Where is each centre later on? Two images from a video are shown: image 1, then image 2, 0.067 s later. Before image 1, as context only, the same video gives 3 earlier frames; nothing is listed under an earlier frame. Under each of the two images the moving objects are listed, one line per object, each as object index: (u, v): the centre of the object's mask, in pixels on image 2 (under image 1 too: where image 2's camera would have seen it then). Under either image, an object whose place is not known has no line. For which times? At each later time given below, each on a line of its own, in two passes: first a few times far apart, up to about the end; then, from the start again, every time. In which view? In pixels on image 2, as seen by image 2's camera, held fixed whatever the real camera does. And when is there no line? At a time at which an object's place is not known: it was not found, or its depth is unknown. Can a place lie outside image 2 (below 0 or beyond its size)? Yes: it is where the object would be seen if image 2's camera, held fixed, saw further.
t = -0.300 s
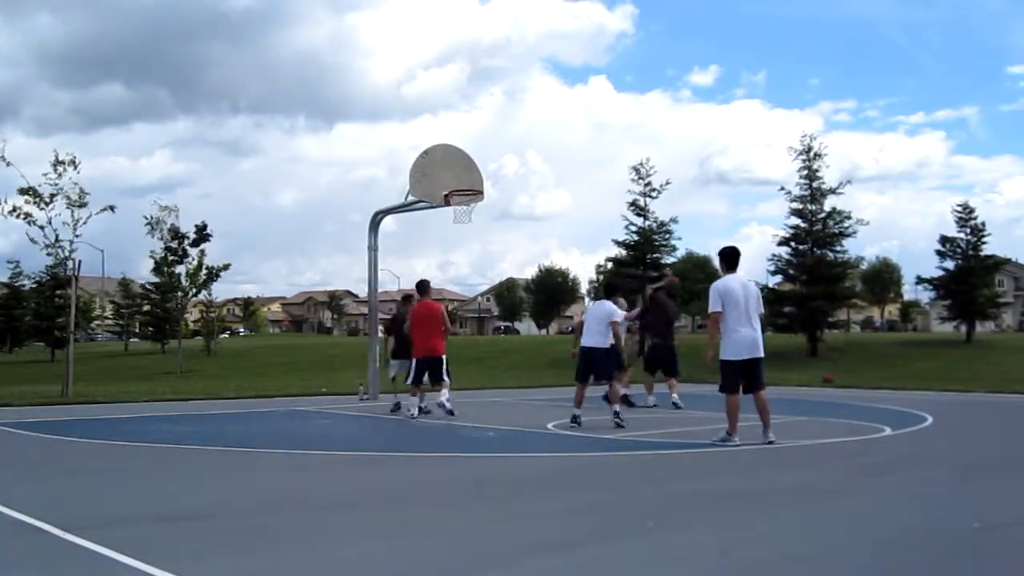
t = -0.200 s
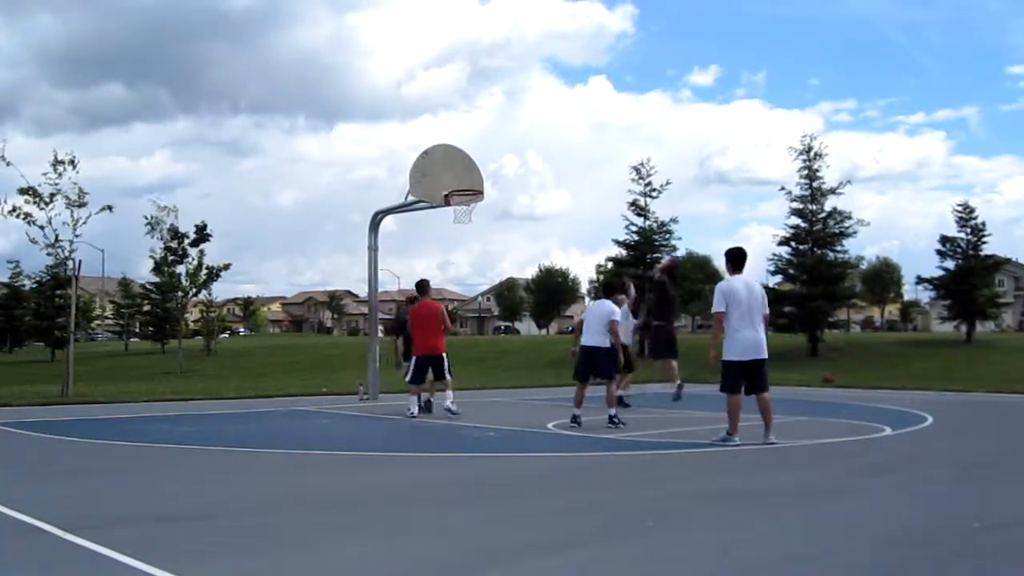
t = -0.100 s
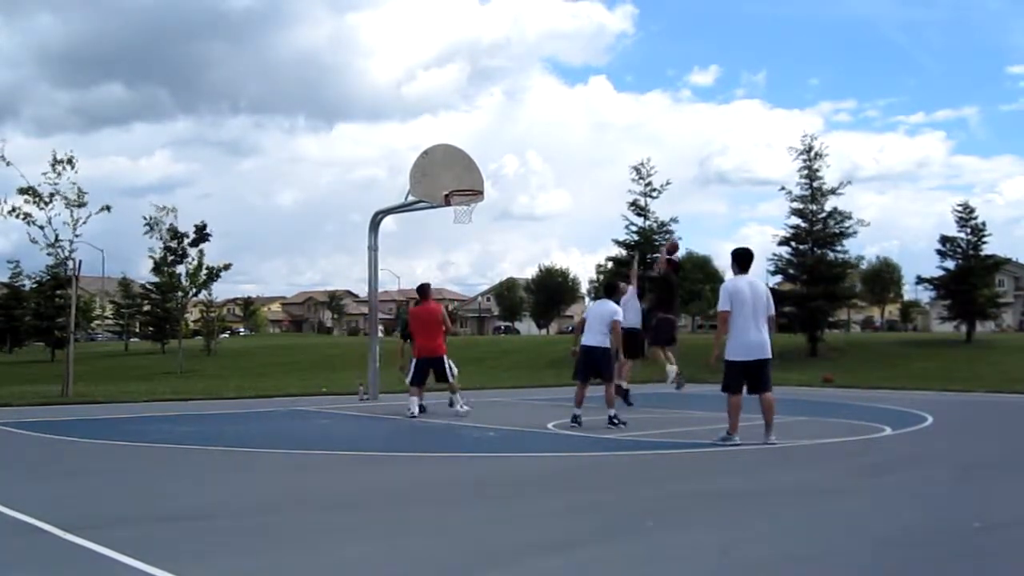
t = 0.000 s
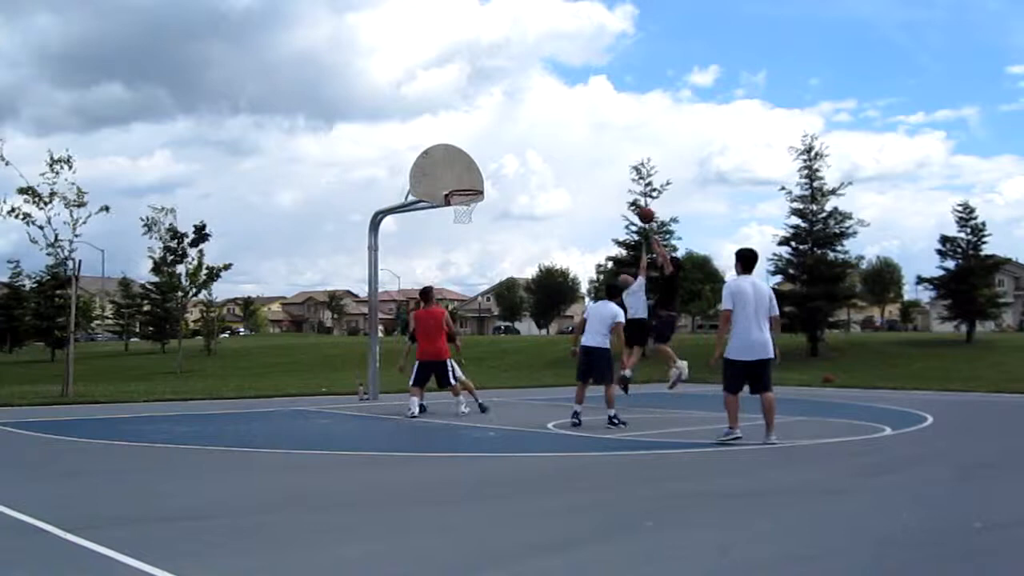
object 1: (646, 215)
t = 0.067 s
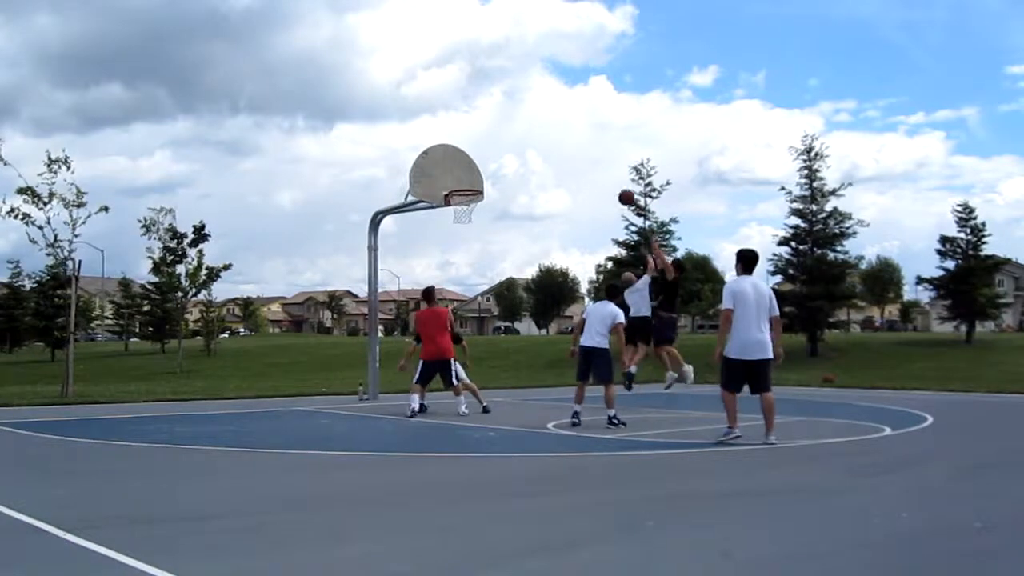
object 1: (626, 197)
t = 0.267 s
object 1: (566, 159)
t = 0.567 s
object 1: (477, 152)
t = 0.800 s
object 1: (439, 178)
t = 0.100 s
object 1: (616, 189)
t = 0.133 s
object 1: (606, 181)
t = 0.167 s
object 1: (596, 175)
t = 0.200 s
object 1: (586, 168)
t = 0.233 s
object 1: (576, 163)
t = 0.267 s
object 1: (566, 159)
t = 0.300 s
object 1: (556, 155)
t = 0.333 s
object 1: (547, 152)
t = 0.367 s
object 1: (537, 149)
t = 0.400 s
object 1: (527, 148)
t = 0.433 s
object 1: (517, 147)
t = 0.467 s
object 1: (507, 147)
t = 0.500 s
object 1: (497, 148)
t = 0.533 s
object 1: (487, 150)
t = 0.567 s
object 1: (477, 152)
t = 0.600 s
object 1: (467, 155)
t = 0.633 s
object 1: (457, 159)
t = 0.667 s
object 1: (447, 163)
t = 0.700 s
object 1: (439, 168)
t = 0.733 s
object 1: (439, 170)
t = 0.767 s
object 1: (439, 174)
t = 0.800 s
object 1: (439, 178)
